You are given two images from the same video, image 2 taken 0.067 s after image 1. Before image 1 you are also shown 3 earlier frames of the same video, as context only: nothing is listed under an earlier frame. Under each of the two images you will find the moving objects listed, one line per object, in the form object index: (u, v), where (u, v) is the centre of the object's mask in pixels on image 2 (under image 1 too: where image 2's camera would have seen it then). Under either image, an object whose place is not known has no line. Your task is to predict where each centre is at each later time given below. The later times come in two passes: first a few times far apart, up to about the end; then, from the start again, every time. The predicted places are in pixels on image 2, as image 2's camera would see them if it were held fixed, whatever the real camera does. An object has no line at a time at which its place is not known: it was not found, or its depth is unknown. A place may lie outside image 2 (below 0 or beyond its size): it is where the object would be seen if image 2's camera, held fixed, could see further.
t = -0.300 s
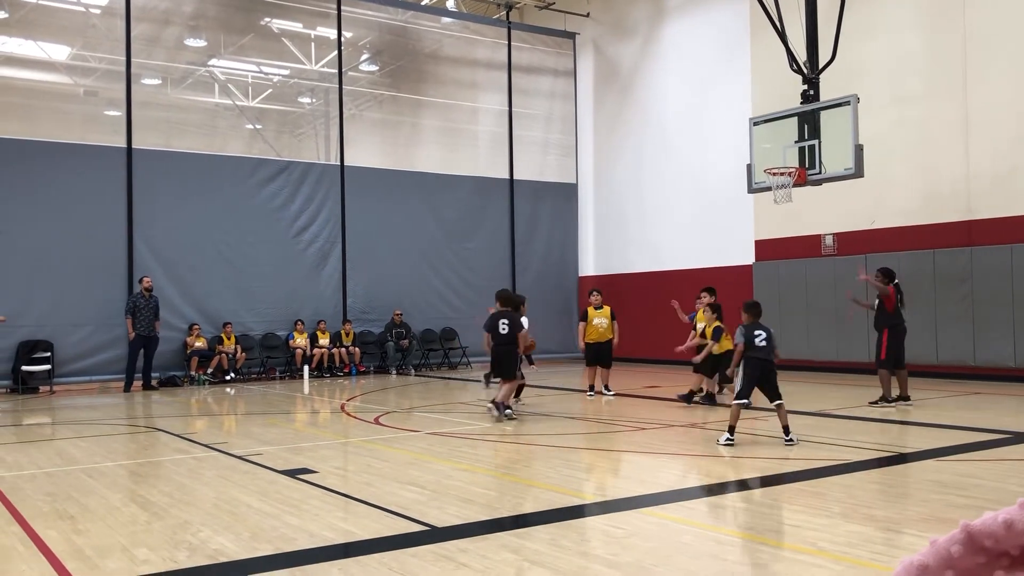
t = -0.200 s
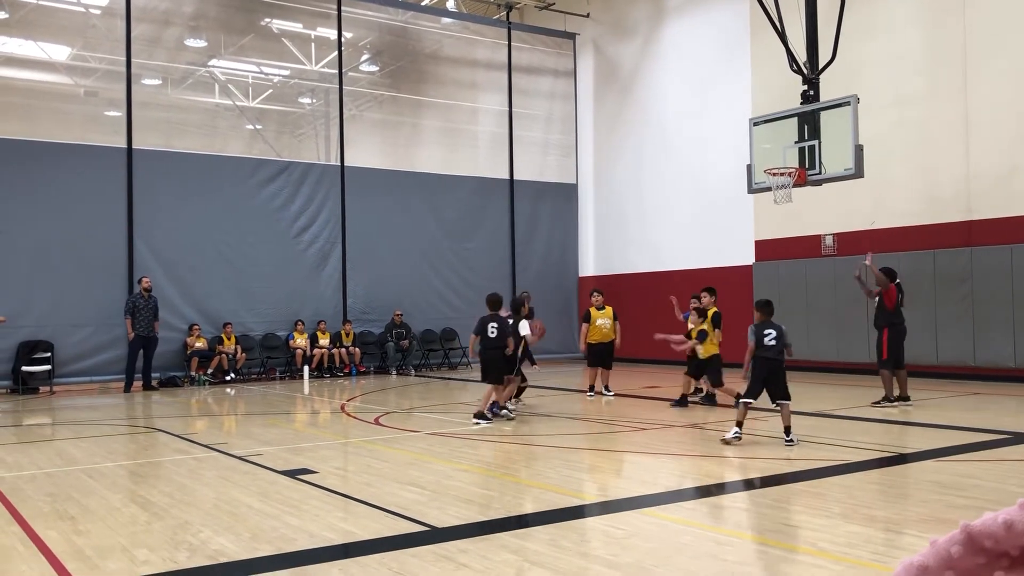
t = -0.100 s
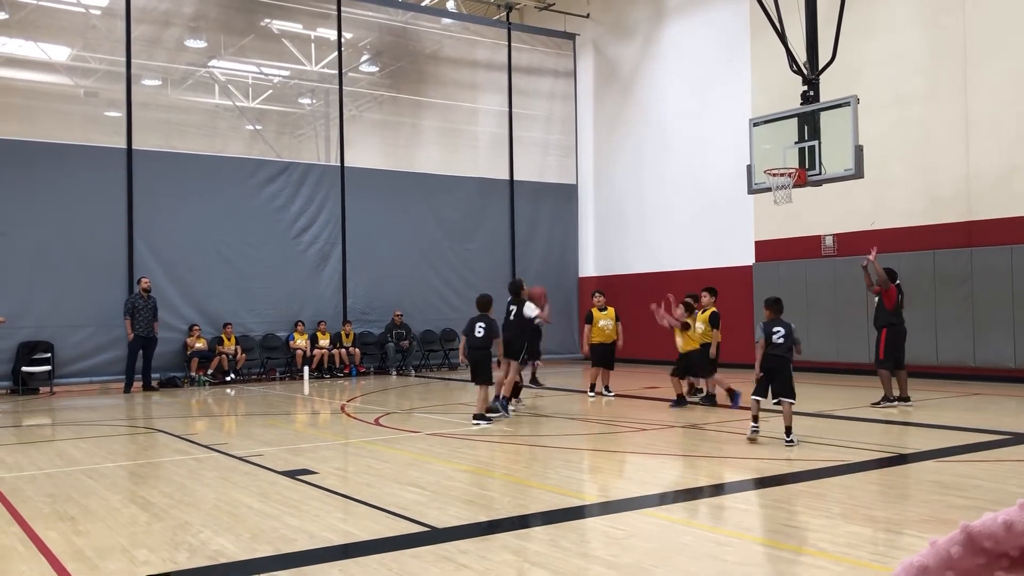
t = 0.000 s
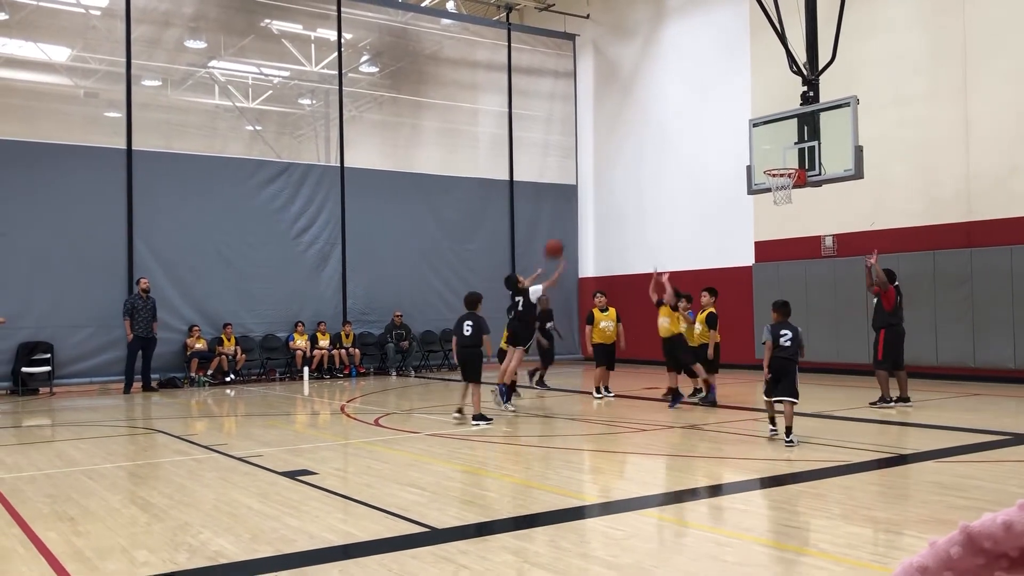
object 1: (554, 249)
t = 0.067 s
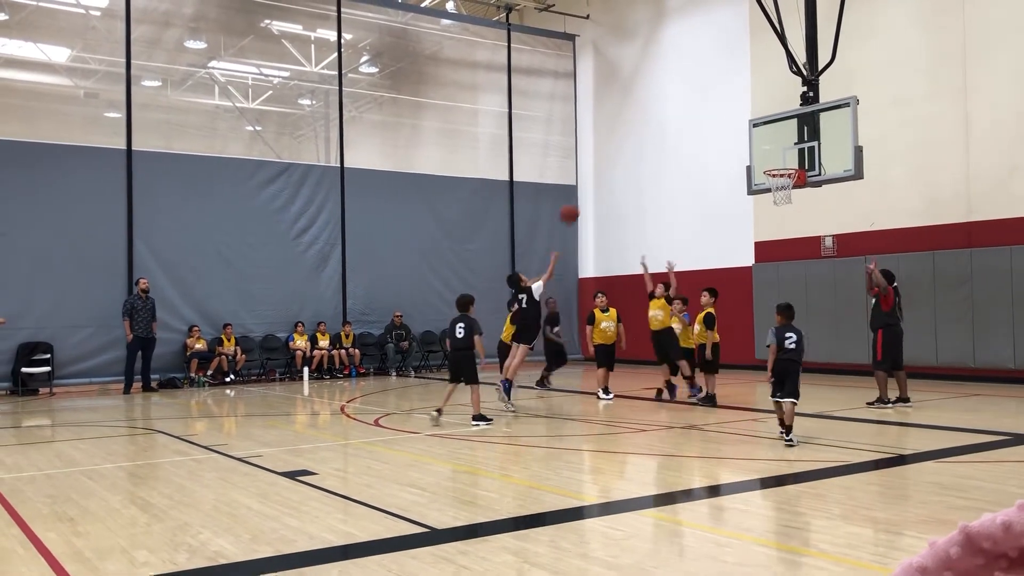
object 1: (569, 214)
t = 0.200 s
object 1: (600, 156)
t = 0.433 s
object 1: (649, 95)
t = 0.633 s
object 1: (689, 80)
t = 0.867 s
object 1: (732, 99)
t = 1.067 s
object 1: (768, 145)
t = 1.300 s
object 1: (792, 194)
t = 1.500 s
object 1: (794, 215)
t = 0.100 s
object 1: (577, 198)
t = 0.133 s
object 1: (585, 183)
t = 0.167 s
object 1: (592, 169)
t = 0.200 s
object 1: (600, 156)
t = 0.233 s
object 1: (607, 144)
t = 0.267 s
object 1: (614, 134)
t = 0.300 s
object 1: (621, 124)
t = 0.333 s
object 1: (628, 115)
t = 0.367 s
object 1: (635, 108)
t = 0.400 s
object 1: (642, 101)
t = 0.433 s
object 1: (649, 95)
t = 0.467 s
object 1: (656, 91)
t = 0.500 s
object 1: (663, 87)
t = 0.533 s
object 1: (669, 84)
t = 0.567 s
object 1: (676, 82)
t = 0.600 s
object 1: (682, 80)
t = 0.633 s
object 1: (689, 80)
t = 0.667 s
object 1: (695, 80)
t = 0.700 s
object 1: (701, 82)
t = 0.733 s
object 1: (708, 83)
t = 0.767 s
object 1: (714, 86)
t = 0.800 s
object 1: (720, 90)
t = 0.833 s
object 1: (726, 94)
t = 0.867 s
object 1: (732, 99)
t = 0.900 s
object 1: (738, 105)
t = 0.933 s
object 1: (744, 112)
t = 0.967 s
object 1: (751, 119)
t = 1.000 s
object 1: (756, 127)
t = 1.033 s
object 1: (762, 136)
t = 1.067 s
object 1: (768, 145)
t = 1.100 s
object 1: (773, 155)
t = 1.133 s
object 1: (779, 165)
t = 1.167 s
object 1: (784, 178)
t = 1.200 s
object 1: (790, 187)
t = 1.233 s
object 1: (792, 191)
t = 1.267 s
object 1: (791, 195)
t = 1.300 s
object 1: (792, 194)
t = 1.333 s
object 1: (793, 195)
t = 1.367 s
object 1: (793, 197)
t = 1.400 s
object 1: (793, 200)
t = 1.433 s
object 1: (793, 204)
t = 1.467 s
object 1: (794, 209)
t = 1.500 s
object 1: (794, 215)
